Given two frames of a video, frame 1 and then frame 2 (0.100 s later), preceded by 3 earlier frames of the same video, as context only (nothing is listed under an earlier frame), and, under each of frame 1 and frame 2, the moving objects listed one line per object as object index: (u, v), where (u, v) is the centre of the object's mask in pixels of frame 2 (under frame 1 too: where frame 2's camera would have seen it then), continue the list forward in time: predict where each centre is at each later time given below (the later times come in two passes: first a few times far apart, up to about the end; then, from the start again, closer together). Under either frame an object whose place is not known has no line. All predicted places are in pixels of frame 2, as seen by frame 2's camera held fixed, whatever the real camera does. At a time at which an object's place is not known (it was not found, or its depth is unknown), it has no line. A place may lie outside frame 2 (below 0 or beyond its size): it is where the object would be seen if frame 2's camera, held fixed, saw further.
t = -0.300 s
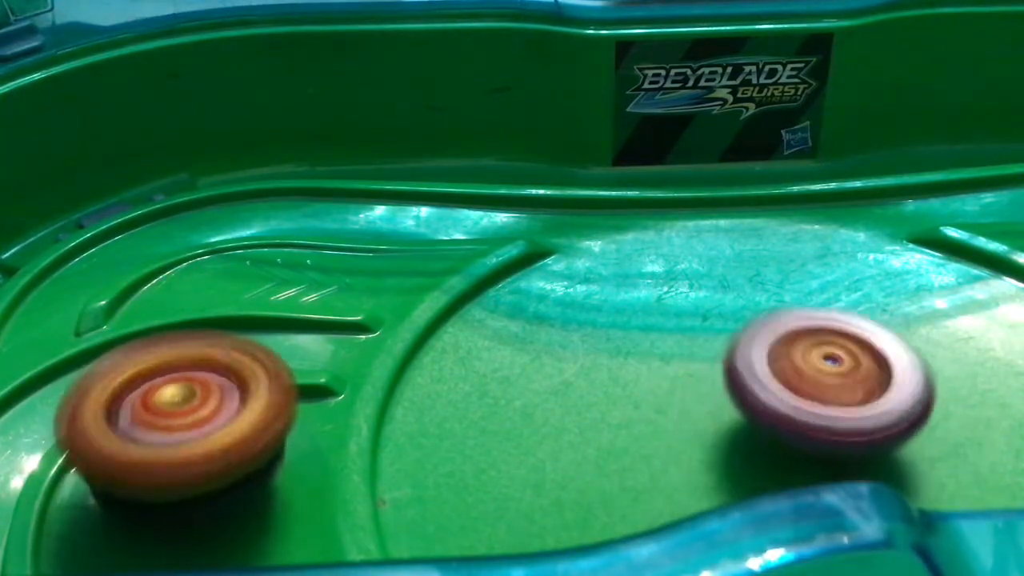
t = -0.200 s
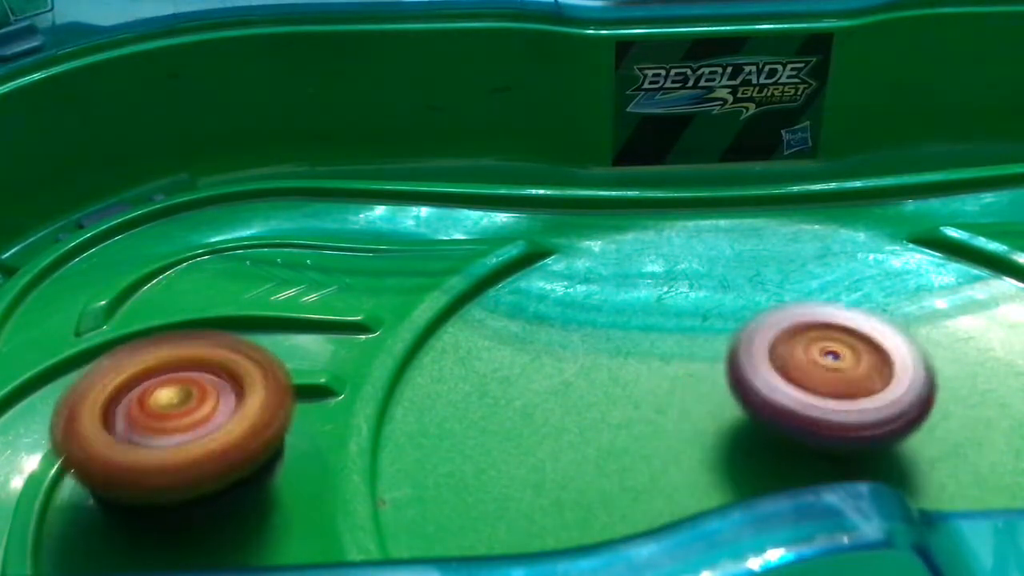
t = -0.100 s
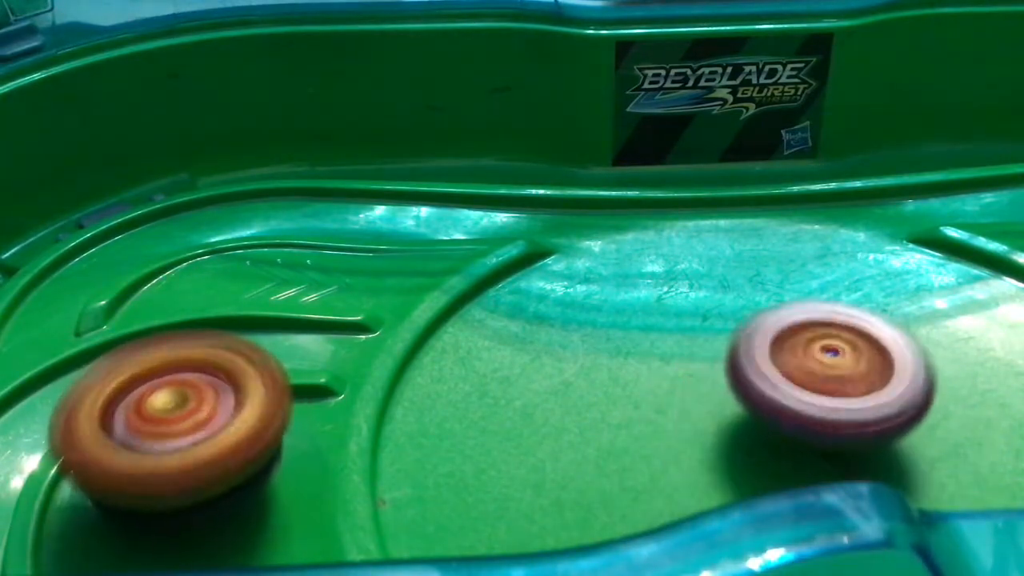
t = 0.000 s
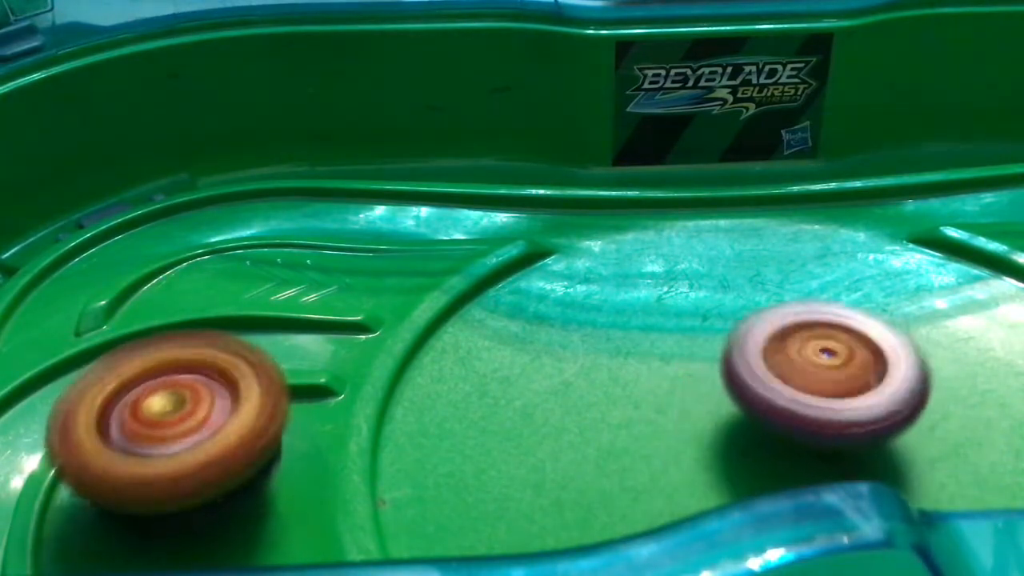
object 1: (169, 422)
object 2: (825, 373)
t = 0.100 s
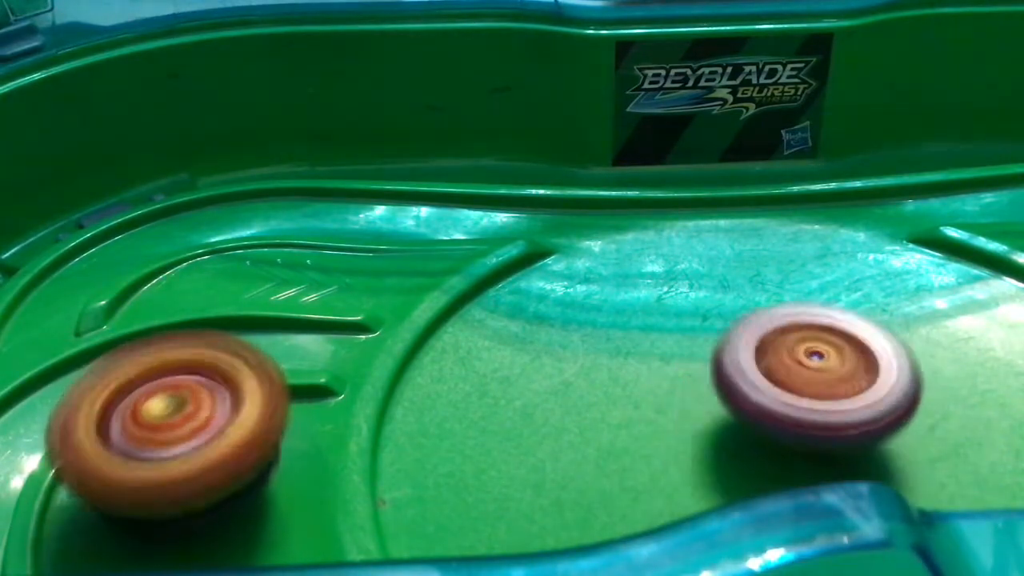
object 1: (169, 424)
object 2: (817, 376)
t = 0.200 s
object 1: (169, 424)
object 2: (808, 383)
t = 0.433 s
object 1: (177, 423)
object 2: (787, 408)
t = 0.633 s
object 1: (178, 417)
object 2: (772, 424)
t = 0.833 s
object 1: (177, 414)
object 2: (760, 435)
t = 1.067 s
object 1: (171, 417)
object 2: (766, 441)
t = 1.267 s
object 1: (173, 422)
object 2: (785, 432)
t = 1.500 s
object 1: (179, 422)
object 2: (792, 412)
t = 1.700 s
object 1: (178, 422)
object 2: (800, 395)
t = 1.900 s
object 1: (175, 415)
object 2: (805, 382)
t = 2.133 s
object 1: (171, 415)
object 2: (812, 373)
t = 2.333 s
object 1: (173, 421)
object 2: (808, 379)
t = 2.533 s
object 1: (169, 425)
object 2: (805, 397)
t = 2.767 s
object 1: (175, 421)
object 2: (803, 417)
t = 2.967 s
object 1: (179, 415)
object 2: (793, 428)
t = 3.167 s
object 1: (172, 419)
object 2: (778, 435)
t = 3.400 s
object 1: (167, 422)
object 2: (773, 438)
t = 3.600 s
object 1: (176, 419)
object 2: (780, 429)
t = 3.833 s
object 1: (177, 423)
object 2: (783, 415)
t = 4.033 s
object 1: (178, 414)
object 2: (782, 397)
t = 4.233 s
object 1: (176, 419)
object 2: (784, 382)
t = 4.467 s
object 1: (167, 422)
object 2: (789, 376)
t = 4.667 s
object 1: (178, 419)
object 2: (791, 384)
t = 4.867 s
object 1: (174, 422)
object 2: (799, 401)
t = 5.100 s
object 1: (175, 415)
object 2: (809, 417)
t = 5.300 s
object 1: (174, 421)
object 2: (808, 426)
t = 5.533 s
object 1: (166, 422)
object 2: (797, 434)
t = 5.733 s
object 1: (180, 422)
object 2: (787, 435)
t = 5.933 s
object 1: (174, 417)
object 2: (783, 431)
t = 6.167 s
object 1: (179, 415)
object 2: (782, 419)
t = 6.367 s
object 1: (166, 420)
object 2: (783, 407)
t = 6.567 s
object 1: (179, 423)
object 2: (784, 391)
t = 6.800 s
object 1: (171, 420)
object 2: (796, 386)
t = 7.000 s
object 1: (180, 420)
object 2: (806, 393)
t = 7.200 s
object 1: (175, 414)
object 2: (819, 403)
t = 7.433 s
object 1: (175, 424)
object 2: (825, 416)
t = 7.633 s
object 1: (180, 415)
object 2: (821, 424)
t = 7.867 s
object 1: (173, 423)
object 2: (803, 428)
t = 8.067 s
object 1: (181, 418)
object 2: (785, 425)
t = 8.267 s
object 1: (174, 415)
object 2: (776, 422)
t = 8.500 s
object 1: (176, 424)
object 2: (771, 410)
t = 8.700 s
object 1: (184, 415)
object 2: (773, 400)
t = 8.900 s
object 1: (174, 413)
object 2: (783, 395)
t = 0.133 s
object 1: (173, 422)
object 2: (814, 379)
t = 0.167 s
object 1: (170, 421)
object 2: (810, 382)
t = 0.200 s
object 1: (169, 424)
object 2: (808, 383)
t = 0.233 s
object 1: (174, 423)
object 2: (805, 386)
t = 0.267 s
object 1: (175, 421)
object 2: (800, 390)
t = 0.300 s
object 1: (172, 423)
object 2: (797, 394)
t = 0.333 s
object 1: (176, 425)
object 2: (796, 397)
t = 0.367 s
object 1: (178, 421)
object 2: (794, 401)
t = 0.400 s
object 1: (175, 421)
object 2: (790, 405)
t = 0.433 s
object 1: (177, 423)
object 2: (787, 408)
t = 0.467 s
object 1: (182, 421)
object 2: (785, 412)
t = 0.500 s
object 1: (180, 419)
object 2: (784, 414)
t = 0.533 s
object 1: (177, 421)
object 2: (780, 416)
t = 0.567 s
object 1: (181, 420)
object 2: (776, 419)
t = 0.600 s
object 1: (181, 417)
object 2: (773, 422)
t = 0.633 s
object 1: (178, 417)
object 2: (772, 424)
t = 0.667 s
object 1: (180, 419)
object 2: (769, 426)
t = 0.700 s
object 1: (182, 417)
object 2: (766, 428)
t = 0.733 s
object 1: (177, 416)
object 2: (763, 430)
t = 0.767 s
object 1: (175, 417)
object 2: (762, 432)
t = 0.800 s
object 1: (179, 416)
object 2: (761, 433)
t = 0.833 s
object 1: (177, 414)
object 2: (760, 435)
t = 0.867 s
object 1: (173, 416)
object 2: (758, 436)
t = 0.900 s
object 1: (174, 418)
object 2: (757, 438)
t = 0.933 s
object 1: (175, 415)
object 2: (759, 439)
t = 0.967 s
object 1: (171, 415)
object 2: (759, 440)
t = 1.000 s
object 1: (170, 419)
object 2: (759, 441)
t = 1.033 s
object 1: (174, 418)
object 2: (761, 442)
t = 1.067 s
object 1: (171, 417)
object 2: (766, 441)
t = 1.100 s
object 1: (166, 421)
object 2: (770, 440)
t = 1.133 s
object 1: (171, 421)
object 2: (772, 439)
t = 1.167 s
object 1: (172, 418)
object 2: (777, 438)
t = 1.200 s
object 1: (168, 420)
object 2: (782, 436)
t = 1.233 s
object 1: (169, 424)
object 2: (784, 434)
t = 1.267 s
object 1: (173, 422)
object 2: (785, 432)
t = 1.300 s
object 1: (170, 419)
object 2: (787, 430)
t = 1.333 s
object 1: (169, 424)
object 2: (789, 427)
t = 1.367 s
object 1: (175, 424)
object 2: (789, 424)
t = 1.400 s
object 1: (177, 420)
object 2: (789, 421)
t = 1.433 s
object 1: (171, 422)
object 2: (792, 418)
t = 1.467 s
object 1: (173, 424)
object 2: (792, 415)
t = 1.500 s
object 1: (179, 422)
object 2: (792, 412)
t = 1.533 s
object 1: (177, 419)
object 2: (793, 410)
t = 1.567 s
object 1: (175, 423)
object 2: (796, 407)
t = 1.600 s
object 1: (179, 423)
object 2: (797, 403)
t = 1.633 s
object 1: (180, 418)
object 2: (797, 401)
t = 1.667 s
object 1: (176, 418)
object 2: (798, 399)
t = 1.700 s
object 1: (178, 422)
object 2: (800, 395)
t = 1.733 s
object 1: (183, 419)
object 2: (801, 391)
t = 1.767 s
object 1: (179, 415)
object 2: (801, 388)
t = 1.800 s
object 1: (175, 418)
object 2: (803, 388)
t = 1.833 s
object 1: (179, 419)
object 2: (804, 385)
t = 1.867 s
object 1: (181, 415)
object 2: (805, 382)
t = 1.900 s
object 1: (175, 415)
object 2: (805, 382)
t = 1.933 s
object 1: (174, 419)
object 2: (808, 380)
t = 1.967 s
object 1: (178, 417)
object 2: (809, 378)
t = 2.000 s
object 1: (176, 413)
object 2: (810, 377)
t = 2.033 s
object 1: (171, 417)
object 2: (811, 377)
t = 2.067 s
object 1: (172, 419)
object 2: (813, 374)
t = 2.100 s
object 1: (175, 416)
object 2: (813, 373)
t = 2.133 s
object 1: (171, 415)
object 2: (812, 373)
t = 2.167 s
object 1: (168, 419)
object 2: (813, 373)
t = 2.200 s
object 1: (172, 420)
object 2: (812, 373)
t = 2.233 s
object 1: (171, 417)
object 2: (811, 373)
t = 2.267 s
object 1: (167, 418)
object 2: (810, 377)
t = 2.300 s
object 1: (168, 422)
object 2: (810, 378)
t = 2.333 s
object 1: (173, 421)
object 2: (808, 379)
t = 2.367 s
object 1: (170, 419)
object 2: (807, 381)
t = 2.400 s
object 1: (166, 423)
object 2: (808, 385)
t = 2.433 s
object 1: (171, 424)
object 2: (806, 386)
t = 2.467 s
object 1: (175, 421)
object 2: (804, 391)
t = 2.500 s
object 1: (171, 421)
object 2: (804, 395)
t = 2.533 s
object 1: (169, 425)
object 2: (805, 397)
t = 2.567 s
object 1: (175, 423)
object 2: (803, 401)
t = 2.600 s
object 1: (177, 420)
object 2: (803, 406)
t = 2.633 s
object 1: (173, 421)
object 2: (805, 408)
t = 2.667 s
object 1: (174, 425)
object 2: (803, 411)
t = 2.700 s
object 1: (179, 421)
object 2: (802, 413)
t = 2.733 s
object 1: (177, 418)
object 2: (802, 416)
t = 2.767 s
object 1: (175, 421)
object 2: (803, 417)
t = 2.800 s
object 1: (178, 422)
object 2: (801, 419)
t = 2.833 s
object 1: (180, 418)
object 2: (801, 422)
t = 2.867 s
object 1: (177, 416)
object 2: (800, 423)
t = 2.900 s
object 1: (174, 420)
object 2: (797, 424)
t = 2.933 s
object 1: (179, 419)
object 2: (794, 426)
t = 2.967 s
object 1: (179, 415)
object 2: (793, 428)
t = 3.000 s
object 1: (174, 415)
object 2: (789, 429)
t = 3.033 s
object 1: (174, 419)
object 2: (786, 431)
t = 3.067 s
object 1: (179, 418)
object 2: (786, 432)
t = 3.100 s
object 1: (175, 414)
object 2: (784, 433)
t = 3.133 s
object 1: (170, 416)
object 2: (780, 434)
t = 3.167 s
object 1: (172, 419)
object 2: (778, 435)
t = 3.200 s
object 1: (177, 417)
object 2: (777, 435)
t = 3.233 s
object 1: (171, 415)
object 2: (772, 436)
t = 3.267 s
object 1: (167, 418)
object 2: (772, 437)
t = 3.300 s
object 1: (171, 420)
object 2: (772, 437)
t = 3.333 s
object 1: (174, 418)
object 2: (770, 438)
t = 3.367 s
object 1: (169, 418)
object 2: (771, 438)
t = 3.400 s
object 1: (167, 422)
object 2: (773, 438)
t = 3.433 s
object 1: (172, 422)
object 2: (773, 437)
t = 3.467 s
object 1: (174, 419)
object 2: (774, 437)
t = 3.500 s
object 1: (168, 421)
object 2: (777, 435)
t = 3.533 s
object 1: (169, 424)
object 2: (777, 432)
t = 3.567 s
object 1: (176, 422)
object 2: (777, 432)
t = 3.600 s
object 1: (176, 419)
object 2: (780, 429)
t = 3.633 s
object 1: (171, 422)
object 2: (779, 427)
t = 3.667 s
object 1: (173, 424)
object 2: (779, 425)
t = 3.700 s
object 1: (180, 421)
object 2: (781, 423)
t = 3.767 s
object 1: (178, 418)
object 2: (780, 420)
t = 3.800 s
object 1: (173, 422)
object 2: (781, 418)
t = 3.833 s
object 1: (177, 423)
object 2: (783, 415)
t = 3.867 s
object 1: (183, 418)
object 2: (782, 411)
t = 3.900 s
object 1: (179, 416)
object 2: (781, 409)
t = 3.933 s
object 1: (174, 420)
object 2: (783, 406)
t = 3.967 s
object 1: (178, 421)
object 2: (781, 403)
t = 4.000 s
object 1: (183, 416)
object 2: (781, 401)
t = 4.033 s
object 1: (178, 414)
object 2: (782, 397)
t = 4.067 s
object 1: (173, 419)
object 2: (781, 394)
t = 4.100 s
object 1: (178, 419)
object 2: (781, 393)
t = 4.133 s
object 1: (181, 414)
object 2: (782, 389)
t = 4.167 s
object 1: (175, 414)
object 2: (781, 386)
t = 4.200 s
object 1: (170, 419)
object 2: (782, 385)
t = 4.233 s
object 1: (176, 419)
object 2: (784, 382)
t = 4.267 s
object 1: (178, 414)
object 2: (783, 380)
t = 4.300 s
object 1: (171, 415)
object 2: (785, 380)
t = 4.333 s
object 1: (168, 420)
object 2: (786, 378)
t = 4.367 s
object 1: (173, 420)
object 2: (786, 377)
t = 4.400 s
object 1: (176, 416)
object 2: (788, 377)
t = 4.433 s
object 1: (168, 418)
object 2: (789, 376)
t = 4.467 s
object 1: (167, 422)
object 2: (789, 376)
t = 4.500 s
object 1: (174, 422)
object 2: (789, 377)
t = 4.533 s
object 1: (175, 419)
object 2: (789, 377)
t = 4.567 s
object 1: (169, 420)
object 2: (788, 377)
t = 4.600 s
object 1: (169, 424)
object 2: (791, 379)
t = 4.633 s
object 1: (177, 423)
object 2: (790, 380)
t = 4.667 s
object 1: (178, 419)
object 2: (791, 384)
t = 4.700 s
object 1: (171, 420)
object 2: (794, 386)
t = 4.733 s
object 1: (172, 424)
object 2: (793, 389)
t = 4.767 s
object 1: (180, 423)
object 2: (795, 392)
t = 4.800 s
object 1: (180, 419)
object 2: (797, 394)
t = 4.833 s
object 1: (174, 418)
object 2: (797, 398)
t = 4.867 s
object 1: (174, 422)
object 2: (799, 401)
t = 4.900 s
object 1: (183, 422)
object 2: (801, 402)
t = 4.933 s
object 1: (182, 416)
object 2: (801, 406)
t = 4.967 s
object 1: (175, 415)
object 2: (804, 409)
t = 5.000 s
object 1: (175, 421)
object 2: (805, 410)
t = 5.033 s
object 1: (181, 420)
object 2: (806, 413)
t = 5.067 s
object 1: (181, 414)
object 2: (809, 415)
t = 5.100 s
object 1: (175, 415)
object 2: (809, 417)
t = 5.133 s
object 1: (172, 420)
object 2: (810, 419)
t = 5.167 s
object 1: (177, 419)
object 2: (812, 421)
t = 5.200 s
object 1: (179, 414)
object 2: (811, 422)
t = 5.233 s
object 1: (172, 415)
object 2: (811, 424)
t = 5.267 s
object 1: (168, 421)
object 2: (811, 425)
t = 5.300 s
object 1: (174, 421)
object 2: (808, 426)
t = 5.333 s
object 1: (177, 415)
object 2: (808, 428)
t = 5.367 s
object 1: (170, 416)
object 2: (805, 429)
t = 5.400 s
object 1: (166, 422)
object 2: (803, 430)
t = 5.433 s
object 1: (172, 423)
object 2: (802, 431)
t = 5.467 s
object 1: (177, 418)
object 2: (799, 432)
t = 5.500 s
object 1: (171, 417)
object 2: (797, 433)
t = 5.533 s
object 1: (166, 422)
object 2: (797, 434)
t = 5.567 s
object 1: (172, 426)
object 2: (793, 435)
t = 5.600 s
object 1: (179, 422)
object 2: (793, 435)
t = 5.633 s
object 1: (174, 418)
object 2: (791, 435)
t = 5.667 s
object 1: (170, 421)
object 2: (789, 436)
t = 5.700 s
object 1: (174, 425)
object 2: (789, 436)
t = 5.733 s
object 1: (180, 422)
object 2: (787, 435)
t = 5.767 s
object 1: (178, 416)
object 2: (786, 435)
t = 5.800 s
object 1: (173, 420)
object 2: (786, 434)
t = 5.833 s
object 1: (175, 424)
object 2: (782, 433)
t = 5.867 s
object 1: (181, 421)
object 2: (784, 432)
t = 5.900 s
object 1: (181, 415)
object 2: (781, 430)
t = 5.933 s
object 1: (174, 417)
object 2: (783, 431)
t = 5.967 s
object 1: (173, 422)
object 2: (785, 430)
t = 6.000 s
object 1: (181, 419)
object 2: (782, 429)
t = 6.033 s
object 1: (181, 415)
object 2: (784, 428)
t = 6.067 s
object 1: (173, 415)
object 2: (782, 426)
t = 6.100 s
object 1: (170, 419)
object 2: (782, 424)
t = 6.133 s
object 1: (177, 420)
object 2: (783, 421)
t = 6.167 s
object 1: (179, 415)
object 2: (782, 419)
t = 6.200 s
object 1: (171, 413)
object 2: (783, 418)
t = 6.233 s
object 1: (167, 419)
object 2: (782, 415)
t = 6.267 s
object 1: (174, 422)
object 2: (782, 414)
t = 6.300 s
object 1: (177, 417)
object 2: (783, 411)
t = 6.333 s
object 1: (173, 414)
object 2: (782, 409)
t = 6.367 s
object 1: (166, 420)
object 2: (783, 407)
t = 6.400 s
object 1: (169, 424)
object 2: (783, 403)
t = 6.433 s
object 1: (177, 420)
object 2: (783, 402)
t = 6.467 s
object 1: (176, 416)
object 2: (784, 398)
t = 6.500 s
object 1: (168, 420)
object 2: (782, 395)
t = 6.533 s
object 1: (169, 424)
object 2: (785, 395)
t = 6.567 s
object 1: (179, 423)
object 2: (784, 391)
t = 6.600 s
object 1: (179, 418)
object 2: (785, 391)
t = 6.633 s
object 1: (172, 417)
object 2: (788, 389)
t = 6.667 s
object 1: (170, 423)
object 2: (787, 388)
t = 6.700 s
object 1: (178, 424)
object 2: (791, 388)
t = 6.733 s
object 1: (182, 418)
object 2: (791, 387)
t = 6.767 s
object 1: (178, 414)
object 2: (793, 387)
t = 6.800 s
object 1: (171, 420)
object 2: (796, 386)
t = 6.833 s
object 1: (174, 422)
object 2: (796, 387)
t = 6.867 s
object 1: (184, 419)
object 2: (800, 388)
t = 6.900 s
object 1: (181, 414)
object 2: (800, 387)
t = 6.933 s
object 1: (171, 415)
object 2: (804, 390)
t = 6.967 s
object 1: (171, 421)
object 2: (805, 390)
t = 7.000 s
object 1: (180, 420)
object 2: (806, 393)
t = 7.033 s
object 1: (180, 414)
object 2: (809, 394)
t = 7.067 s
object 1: (174, 413)
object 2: (810, 395)
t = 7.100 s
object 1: (168, 420)
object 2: (814, 398)
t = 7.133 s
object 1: (173, 421)
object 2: (815, 399)
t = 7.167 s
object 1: (180, 416)
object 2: (816, 403)
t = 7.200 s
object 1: (175, 414)
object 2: (819, 403)
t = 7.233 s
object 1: (165, 418)
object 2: (818, 405)
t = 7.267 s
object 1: (169, 423)
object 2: (821, 407)
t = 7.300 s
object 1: (178, 421)
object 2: (821, 408)
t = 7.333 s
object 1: (176, 415)
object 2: (823, 412)
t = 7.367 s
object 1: (170, 417)
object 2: (823, 413)
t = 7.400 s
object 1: (168, 424)
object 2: (824, 415)
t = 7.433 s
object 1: (175, 424)
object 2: (825, 416)
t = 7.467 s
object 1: (181, 418)
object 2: (824, 418)
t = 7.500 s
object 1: (174, 416)
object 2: (827, 420)
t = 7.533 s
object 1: (167, 421)
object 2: (825, 421)
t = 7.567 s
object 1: (173, 425)
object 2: (825, 423)
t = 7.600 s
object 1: (182, 422)
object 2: (824, 423)
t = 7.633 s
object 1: (180, 415)
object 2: (821, 424)
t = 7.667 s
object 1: (173, 416)
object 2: (821, 425)
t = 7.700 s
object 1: (170, 424)
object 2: (817, 426)
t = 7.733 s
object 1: (178, 423)
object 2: (817, 427)
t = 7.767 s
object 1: (185, 416)
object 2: (812, 427)
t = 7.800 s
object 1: (178, 413)
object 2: (810, 428)
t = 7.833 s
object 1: (169, 417)
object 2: (807, 427)
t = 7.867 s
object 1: (173, 423)
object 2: (803, 428)
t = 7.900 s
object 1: (182, 420)
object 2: (801, 427)
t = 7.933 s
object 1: (181, 412)
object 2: (795, 427)
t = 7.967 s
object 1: (173, 413)
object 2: (795, 427)
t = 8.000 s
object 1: (167, 421)
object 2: (789, 426)
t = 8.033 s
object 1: (173, 422)
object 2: (788, 427)
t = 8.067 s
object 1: (181, 418)
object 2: (785, 425)
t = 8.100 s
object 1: (175, 413)
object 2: (782, 426)
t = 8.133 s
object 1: (166, 417)
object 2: (780, 424)
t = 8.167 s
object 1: (167, 424)
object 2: (778, 424)
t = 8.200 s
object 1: (175, 424)
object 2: (777, 424)
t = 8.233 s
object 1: (181, 416)
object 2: (775, 422)
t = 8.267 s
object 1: (174, 415)
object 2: (776, 422)
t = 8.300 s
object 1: (165, 421)
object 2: (773, 420)
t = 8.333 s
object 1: (170, 426)
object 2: (773, 420)
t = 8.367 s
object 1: (180, 423)
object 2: (772, 417)
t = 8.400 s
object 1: (180, 416)
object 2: (771, 416)
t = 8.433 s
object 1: (173, 416)
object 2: (771, 413)
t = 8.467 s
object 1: (168, 424)
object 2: (769, 412)
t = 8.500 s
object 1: (176, 424)
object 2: (771, 410)
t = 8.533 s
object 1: (185, 419)
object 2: (769, 409)
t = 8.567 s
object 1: (180, 414)
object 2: (771, 406)
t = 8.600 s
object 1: (171, 416)
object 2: (770, 404)
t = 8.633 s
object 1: (171, 423)
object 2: (772, 404)
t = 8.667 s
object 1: (178, 423)
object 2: (772, 401)
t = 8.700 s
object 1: (184, 415)
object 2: (773, 400)
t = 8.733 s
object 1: (177, 413)
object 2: (774, 398)
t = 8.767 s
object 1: (167, 418)
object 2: (775, 398)
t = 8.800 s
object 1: (170, 424)
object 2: (778, 396)
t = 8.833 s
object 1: (180, 421)
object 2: (779, 396)
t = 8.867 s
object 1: (180, 414)
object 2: (782, 395)
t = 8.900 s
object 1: (174, 413)
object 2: (783, 395)
